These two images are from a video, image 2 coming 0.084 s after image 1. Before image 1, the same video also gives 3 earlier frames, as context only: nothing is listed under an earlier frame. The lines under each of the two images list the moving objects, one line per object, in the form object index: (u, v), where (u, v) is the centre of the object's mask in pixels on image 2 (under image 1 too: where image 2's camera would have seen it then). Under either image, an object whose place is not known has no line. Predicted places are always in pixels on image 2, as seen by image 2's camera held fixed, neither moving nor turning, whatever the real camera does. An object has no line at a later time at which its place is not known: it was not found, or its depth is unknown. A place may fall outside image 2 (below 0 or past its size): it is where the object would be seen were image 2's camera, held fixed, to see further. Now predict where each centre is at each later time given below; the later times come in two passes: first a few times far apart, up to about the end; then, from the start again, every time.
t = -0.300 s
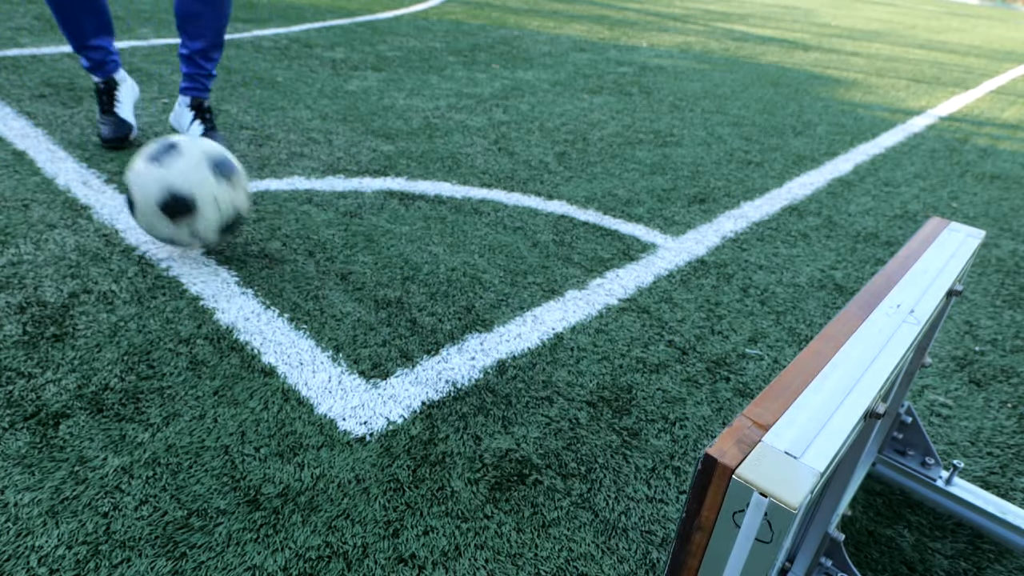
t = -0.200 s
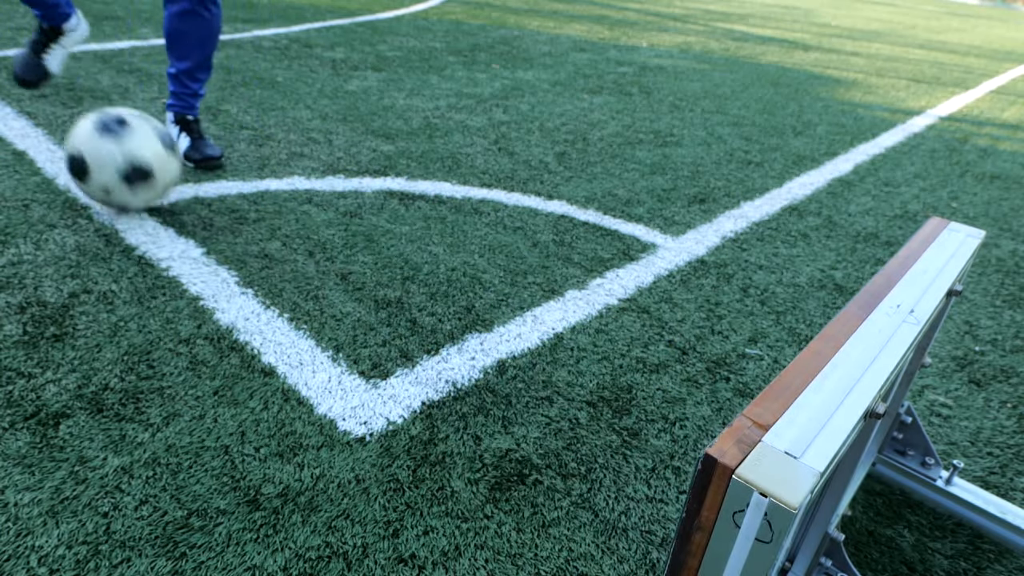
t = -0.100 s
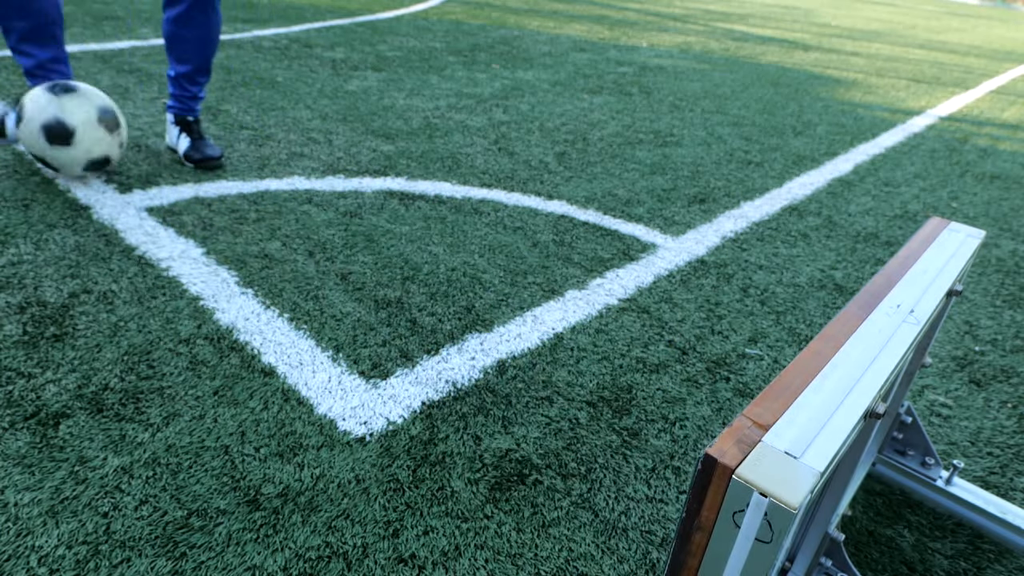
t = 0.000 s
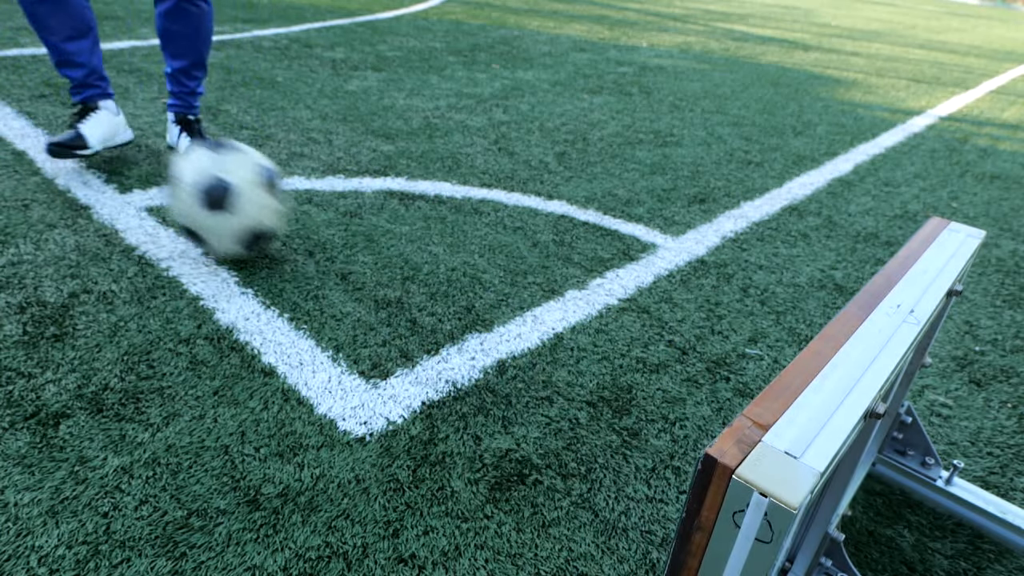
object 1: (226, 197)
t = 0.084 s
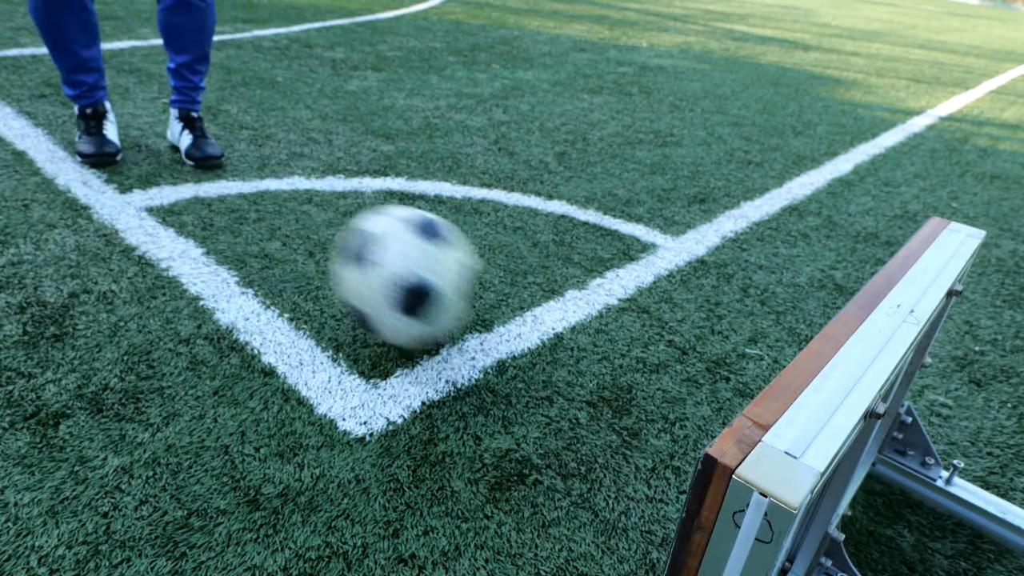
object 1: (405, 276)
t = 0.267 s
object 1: (566, 315)
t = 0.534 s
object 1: (329, 168)
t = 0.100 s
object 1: (446, 290)
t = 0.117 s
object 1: (492, 314)
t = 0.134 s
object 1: (544, 339)
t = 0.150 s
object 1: (598, 369)
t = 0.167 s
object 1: (652, 398)
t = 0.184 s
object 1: (685, 411)
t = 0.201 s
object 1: (679, 401)
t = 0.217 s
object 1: (657, 381)
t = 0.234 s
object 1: (625, 357)
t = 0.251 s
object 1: (595, 334)
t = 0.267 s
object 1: (566, 315)
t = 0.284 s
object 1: (538, 299)
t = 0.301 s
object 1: (511, 284)
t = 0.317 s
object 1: (489, 274)
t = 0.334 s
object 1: (469, 265)
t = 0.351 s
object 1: (453, 250)
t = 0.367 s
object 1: (437, 236)
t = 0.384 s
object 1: (423, 225)
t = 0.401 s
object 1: (409, 216)
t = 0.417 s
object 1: (396, 208)
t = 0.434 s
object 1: (384, 202)
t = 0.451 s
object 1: (372, 196)
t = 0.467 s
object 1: (361, 193)
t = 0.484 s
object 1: (352, 187)
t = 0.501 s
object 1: (344, 180)
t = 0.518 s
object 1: (336, 174)
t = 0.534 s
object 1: (329, 168)
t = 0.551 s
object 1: (321, 165)
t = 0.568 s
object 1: (316, 164)
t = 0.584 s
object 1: (309, 160)
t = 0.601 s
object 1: (302, 155)
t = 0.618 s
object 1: (296, 149)
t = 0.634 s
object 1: (291, 147)
